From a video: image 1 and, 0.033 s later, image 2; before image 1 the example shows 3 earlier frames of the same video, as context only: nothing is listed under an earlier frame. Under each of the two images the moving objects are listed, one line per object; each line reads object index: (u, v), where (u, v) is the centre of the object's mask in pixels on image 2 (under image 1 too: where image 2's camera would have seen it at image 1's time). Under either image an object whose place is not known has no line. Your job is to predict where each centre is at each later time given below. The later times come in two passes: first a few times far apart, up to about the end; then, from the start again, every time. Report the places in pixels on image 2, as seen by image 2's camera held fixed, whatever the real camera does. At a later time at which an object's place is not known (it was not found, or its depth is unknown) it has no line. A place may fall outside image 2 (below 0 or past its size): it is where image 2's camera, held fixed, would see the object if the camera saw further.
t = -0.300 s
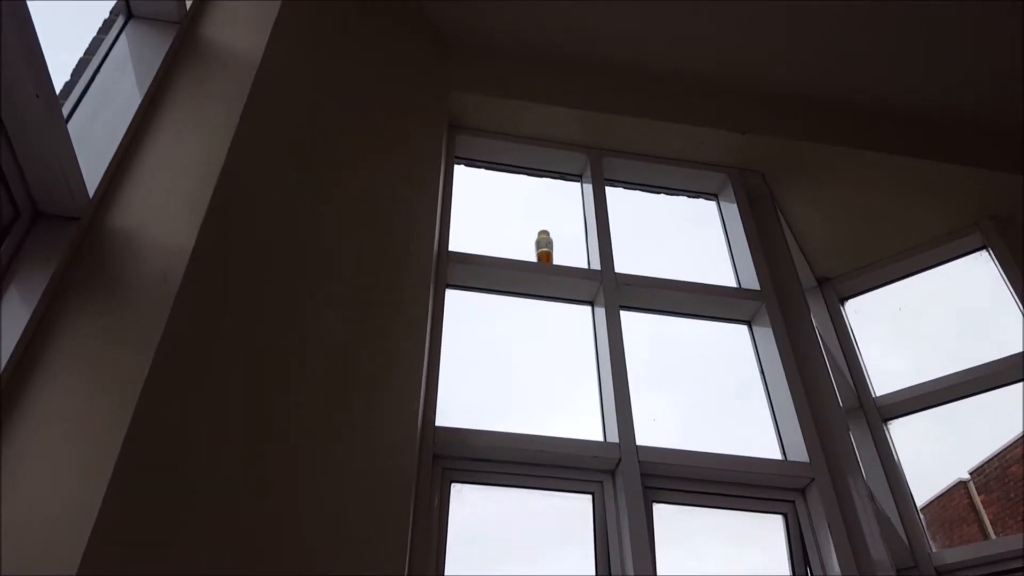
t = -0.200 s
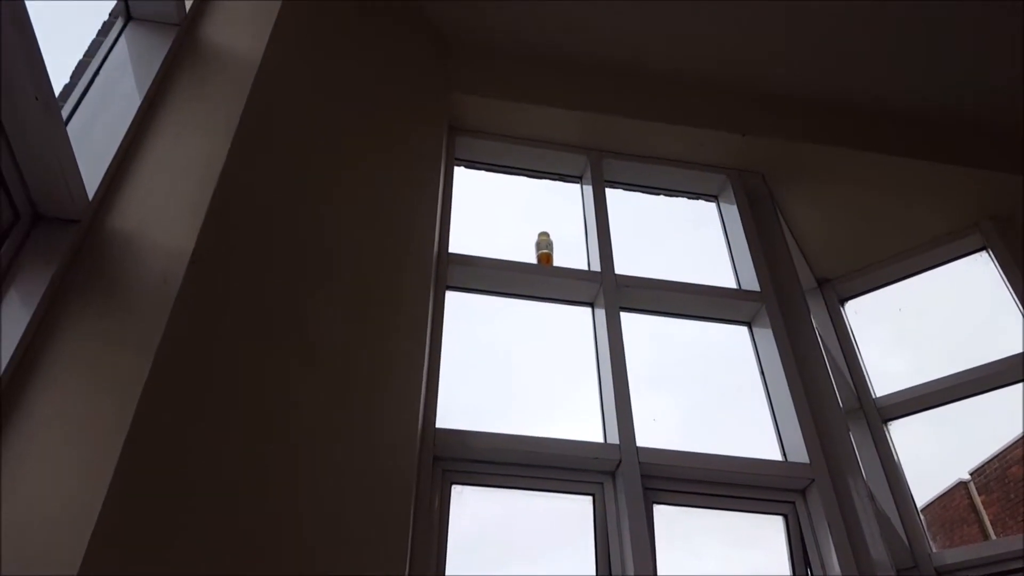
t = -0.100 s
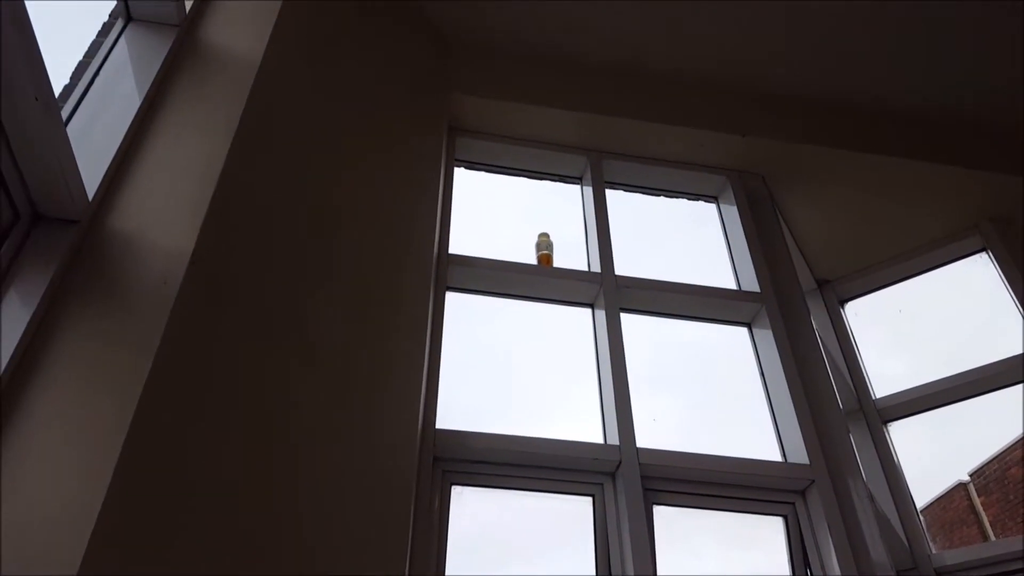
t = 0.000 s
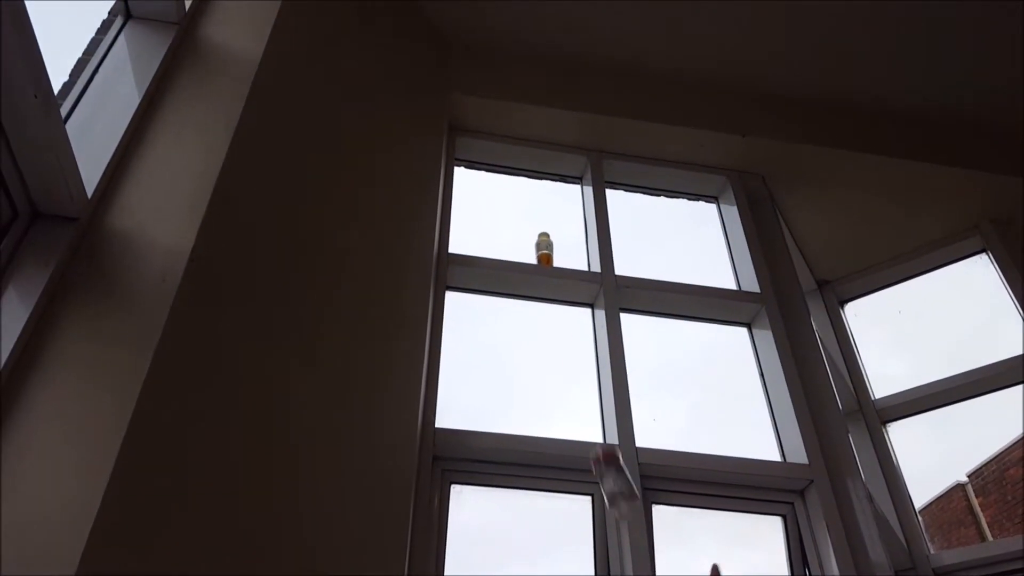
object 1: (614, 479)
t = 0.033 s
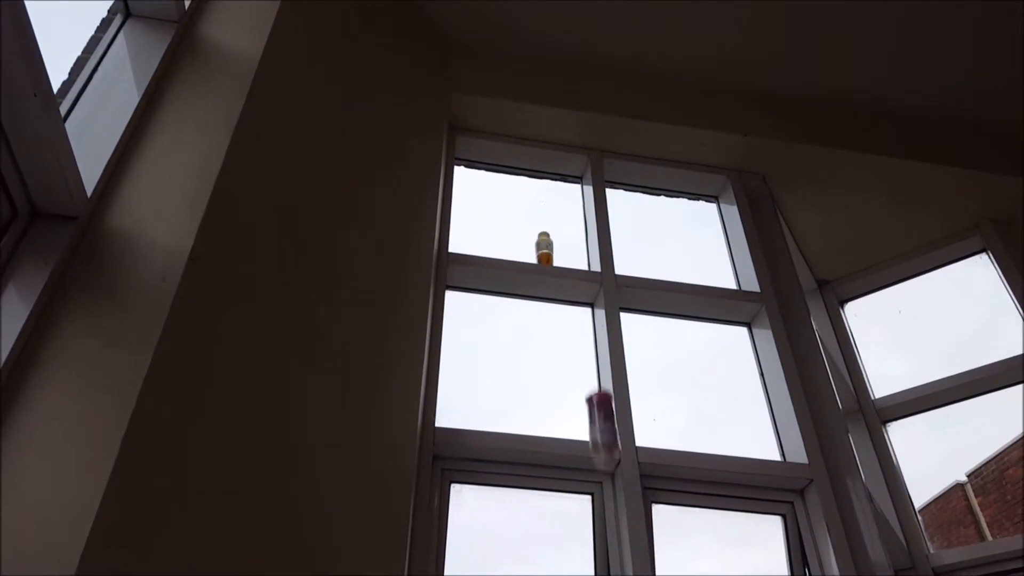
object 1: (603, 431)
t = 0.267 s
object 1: (560, 237)
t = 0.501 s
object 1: (559, 180)
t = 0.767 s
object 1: (564, 279)
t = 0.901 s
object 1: (575, 430)
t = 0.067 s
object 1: (592, 383)
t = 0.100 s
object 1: (584, 344)
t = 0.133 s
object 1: (577, 313)
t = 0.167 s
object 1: (572, 287)
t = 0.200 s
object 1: (567, 268)
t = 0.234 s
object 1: (563, 252)
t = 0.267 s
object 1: (560, 237)
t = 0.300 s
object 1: (561, 218)
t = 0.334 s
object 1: (560, 205)
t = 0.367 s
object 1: (559, 195)
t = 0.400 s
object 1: (558, 188)
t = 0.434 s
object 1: (559, 183)
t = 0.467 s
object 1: (559, 180)
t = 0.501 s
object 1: (559, 180)
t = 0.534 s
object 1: (560, 182)
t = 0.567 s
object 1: (560, 186)
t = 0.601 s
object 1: (560, 195)
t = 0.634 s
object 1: (561, 206)
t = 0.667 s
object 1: (561, 219)
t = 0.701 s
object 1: (562, 235)
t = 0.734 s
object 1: (563, 255)
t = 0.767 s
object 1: (564, 279)
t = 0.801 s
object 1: (566, 307)
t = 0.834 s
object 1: (569, 340)
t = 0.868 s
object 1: (571, 380)
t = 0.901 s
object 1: (575, 430)
